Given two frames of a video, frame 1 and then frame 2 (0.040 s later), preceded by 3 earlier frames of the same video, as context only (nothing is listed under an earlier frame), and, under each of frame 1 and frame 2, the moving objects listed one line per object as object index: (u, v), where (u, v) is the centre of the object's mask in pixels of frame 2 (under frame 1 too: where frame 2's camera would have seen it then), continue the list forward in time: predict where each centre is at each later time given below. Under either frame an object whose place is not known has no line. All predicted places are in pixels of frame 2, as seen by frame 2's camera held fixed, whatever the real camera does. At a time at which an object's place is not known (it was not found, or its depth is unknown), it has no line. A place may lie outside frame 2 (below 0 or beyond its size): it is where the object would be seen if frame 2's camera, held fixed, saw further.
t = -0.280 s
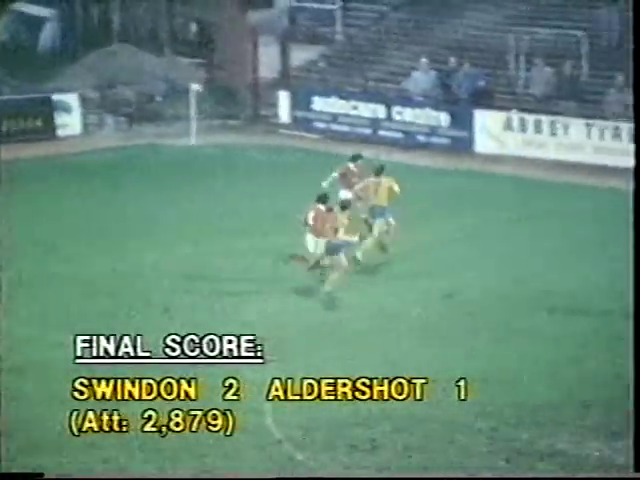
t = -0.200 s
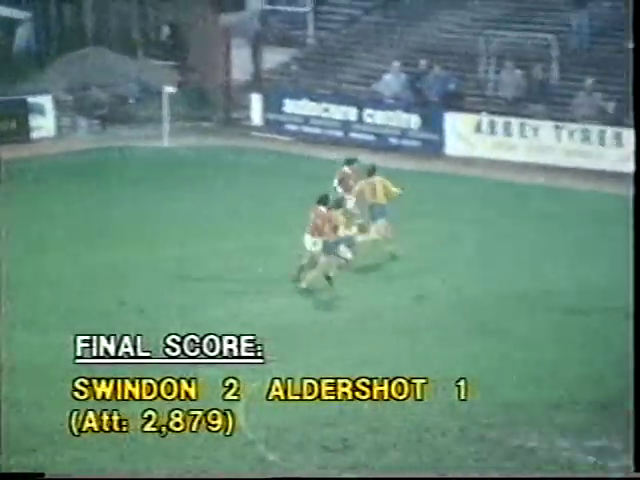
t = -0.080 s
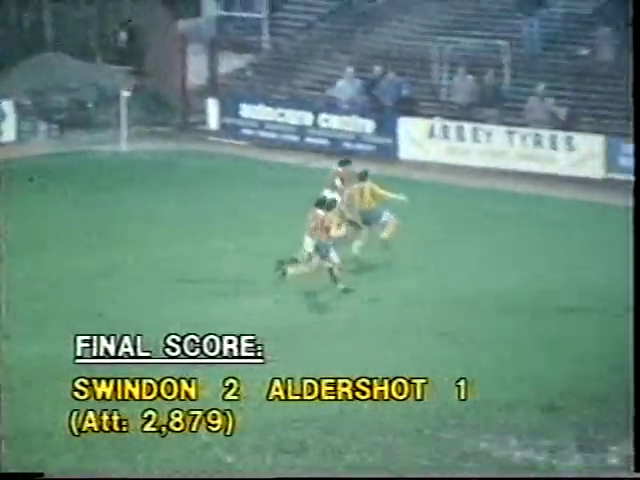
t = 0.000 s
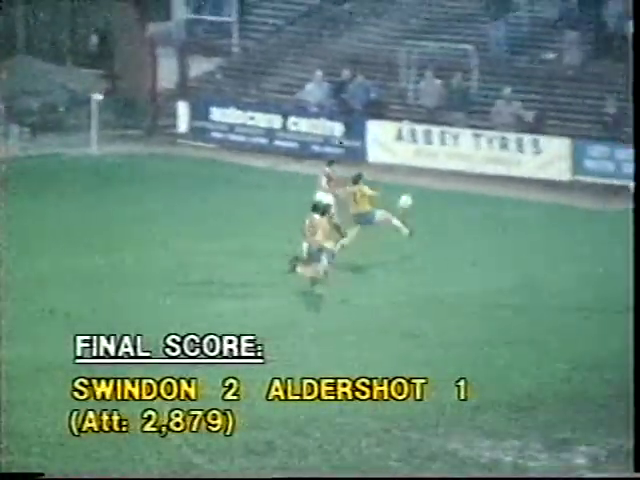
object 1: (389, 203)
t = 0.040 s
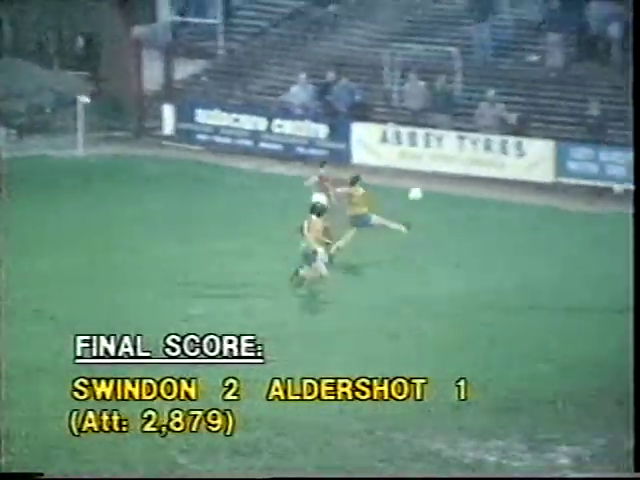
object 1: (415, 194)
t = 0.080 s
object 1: (441, 185)
